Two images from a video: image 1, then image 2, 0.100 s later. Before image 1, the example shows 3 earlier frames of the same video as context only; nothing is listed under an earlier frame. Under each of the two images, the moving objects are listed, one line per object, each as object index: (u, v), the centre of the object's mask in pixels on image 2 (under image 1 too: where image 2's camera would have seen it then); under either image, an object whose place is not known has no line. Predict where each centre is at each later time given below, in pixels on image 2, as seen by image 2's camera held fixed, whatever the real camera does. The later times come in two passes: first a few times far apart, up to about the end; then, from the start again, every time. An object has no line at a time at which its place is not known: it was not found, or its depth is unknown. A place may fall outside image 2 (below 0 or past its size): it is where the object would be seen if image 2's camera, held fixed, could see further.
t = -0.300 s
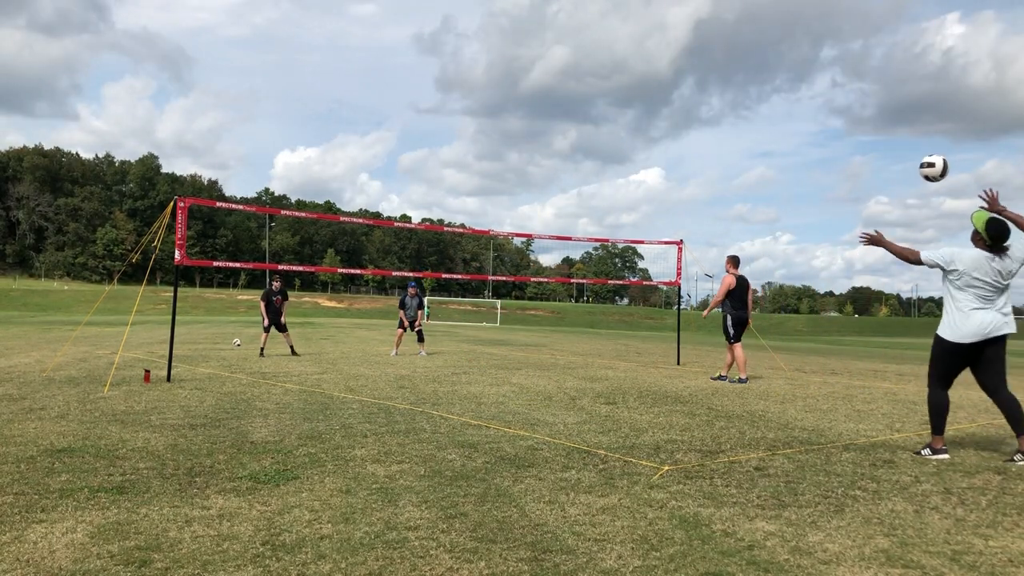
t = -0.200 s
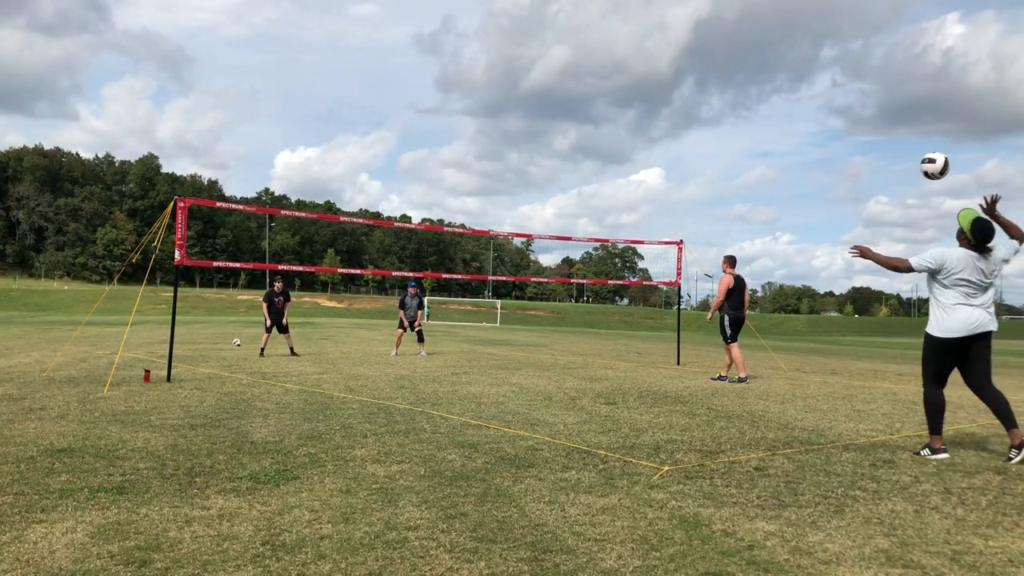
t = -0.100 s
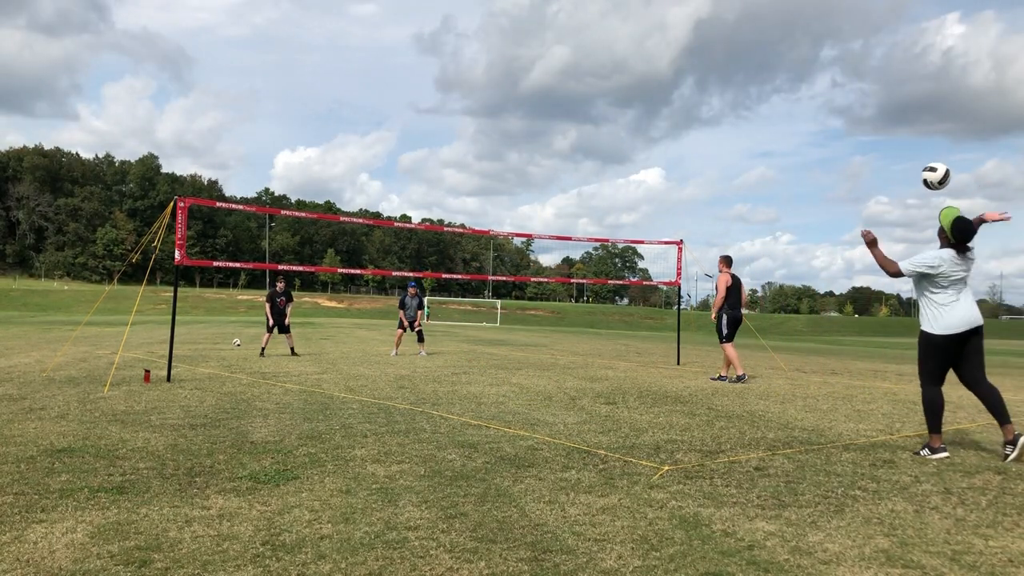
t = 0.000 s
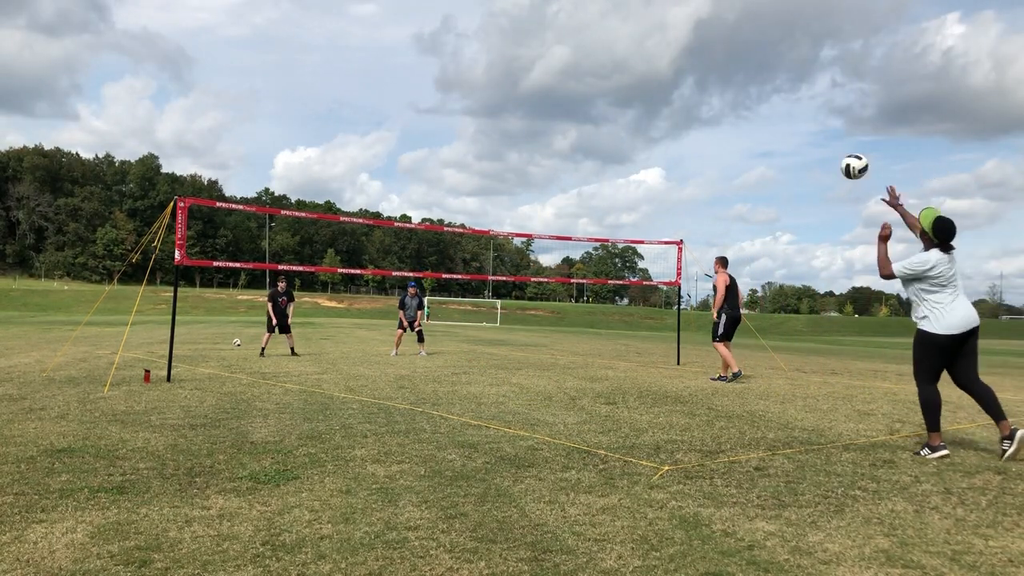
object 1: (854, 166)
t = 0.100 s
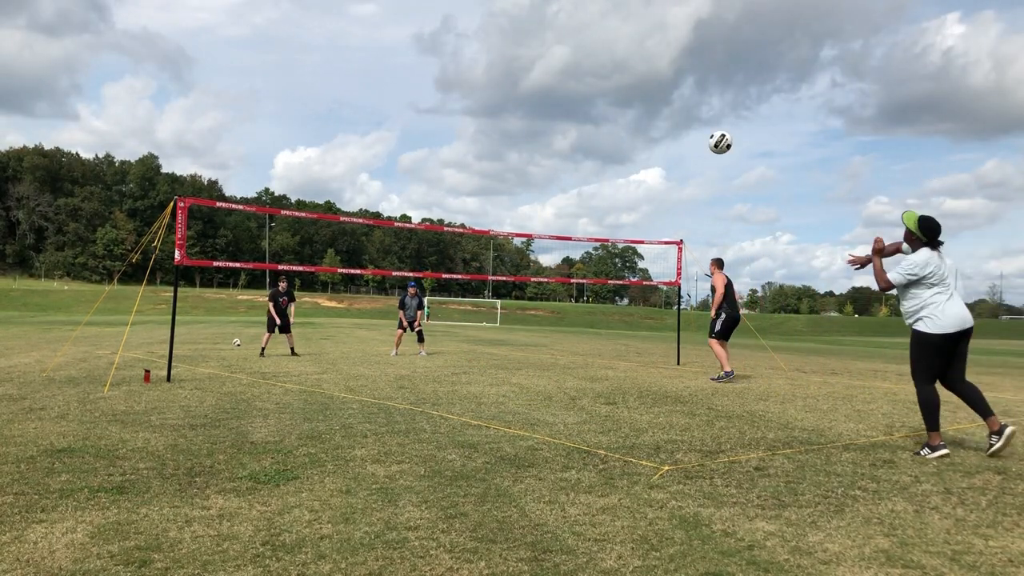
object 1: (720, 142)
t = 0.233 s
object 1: (582, 131)
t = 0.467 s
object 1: (409, 151)
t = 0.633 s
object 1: (320, 183)
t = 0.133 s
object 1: (681, 137)
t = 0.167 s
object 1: (646, 134)
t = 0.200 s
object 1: (613, 132)
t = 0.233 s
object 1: (582, 131)
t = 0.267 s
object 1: (552, 132)
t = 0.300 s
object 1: (525, 133)
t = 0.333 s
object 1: (499, 135)
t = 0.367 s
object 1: (475, 138)
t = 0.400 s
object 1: (452, 142)
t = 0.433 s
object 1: (430, 146)
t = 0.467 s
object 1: (409, 151)
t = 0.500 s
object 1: (390, 157)
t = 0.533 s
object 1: (371, 163)
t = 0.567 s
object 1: (353, 170)
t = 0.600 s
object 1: (336, 176)
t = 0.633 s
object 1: (320, 183)
